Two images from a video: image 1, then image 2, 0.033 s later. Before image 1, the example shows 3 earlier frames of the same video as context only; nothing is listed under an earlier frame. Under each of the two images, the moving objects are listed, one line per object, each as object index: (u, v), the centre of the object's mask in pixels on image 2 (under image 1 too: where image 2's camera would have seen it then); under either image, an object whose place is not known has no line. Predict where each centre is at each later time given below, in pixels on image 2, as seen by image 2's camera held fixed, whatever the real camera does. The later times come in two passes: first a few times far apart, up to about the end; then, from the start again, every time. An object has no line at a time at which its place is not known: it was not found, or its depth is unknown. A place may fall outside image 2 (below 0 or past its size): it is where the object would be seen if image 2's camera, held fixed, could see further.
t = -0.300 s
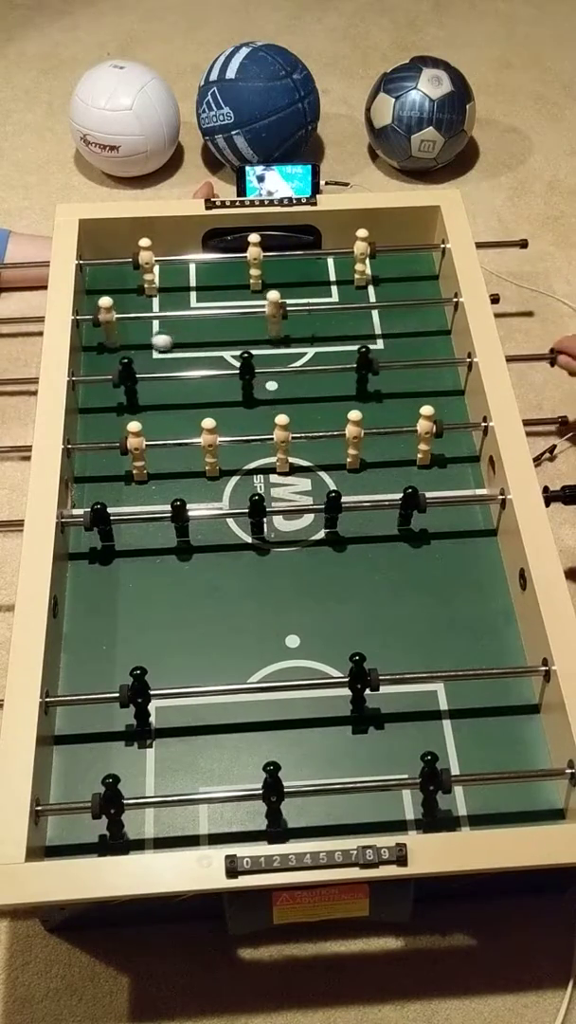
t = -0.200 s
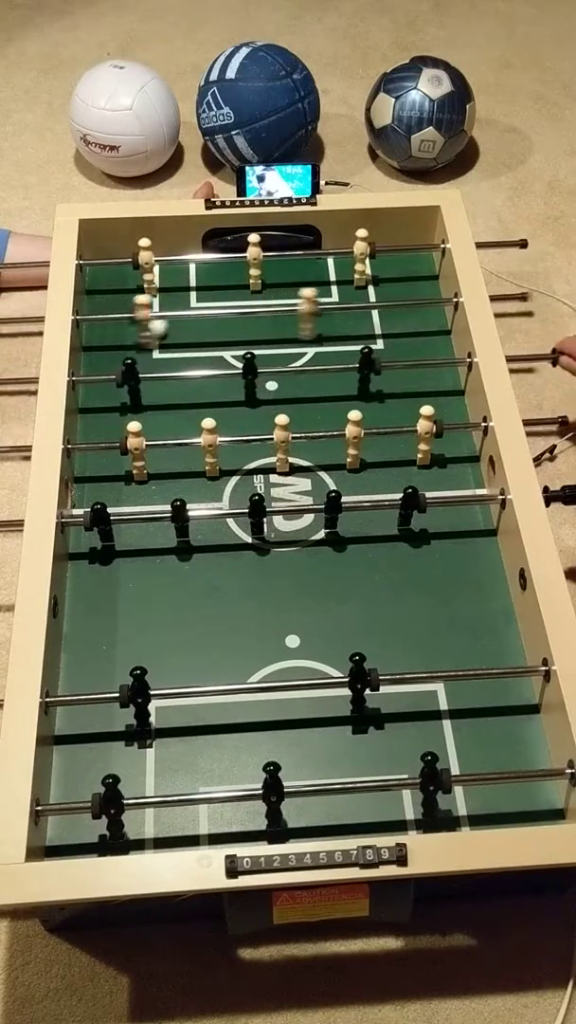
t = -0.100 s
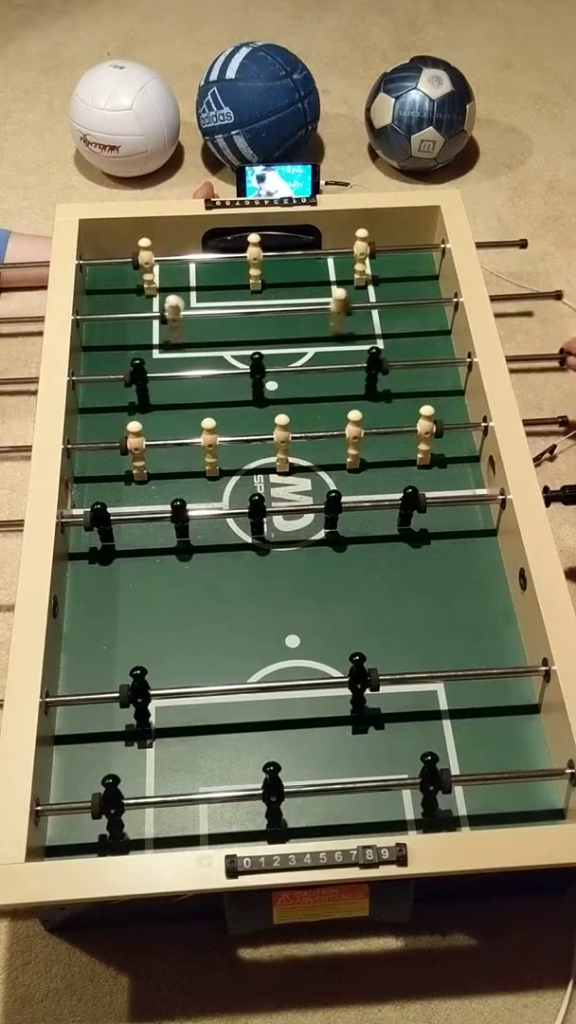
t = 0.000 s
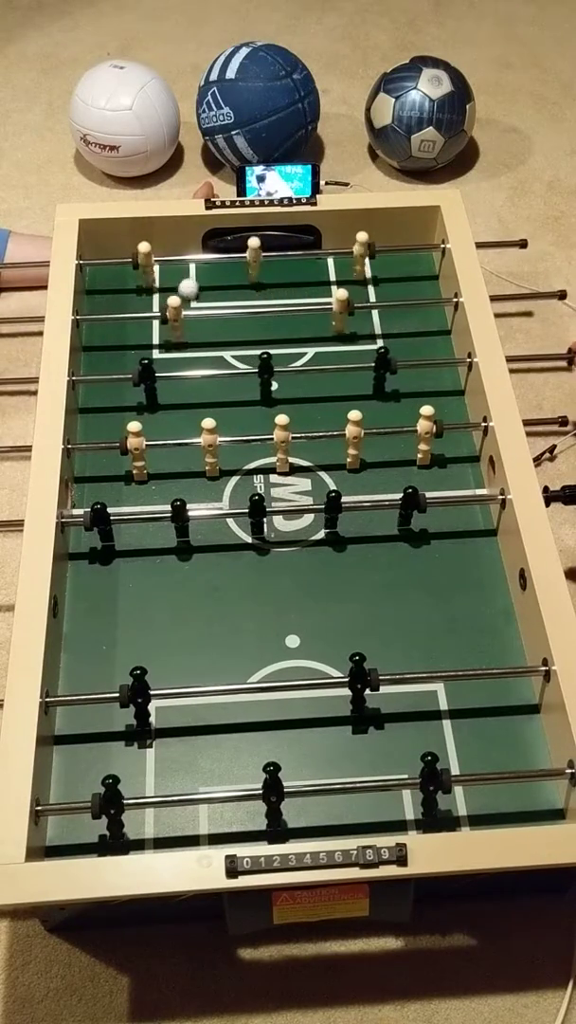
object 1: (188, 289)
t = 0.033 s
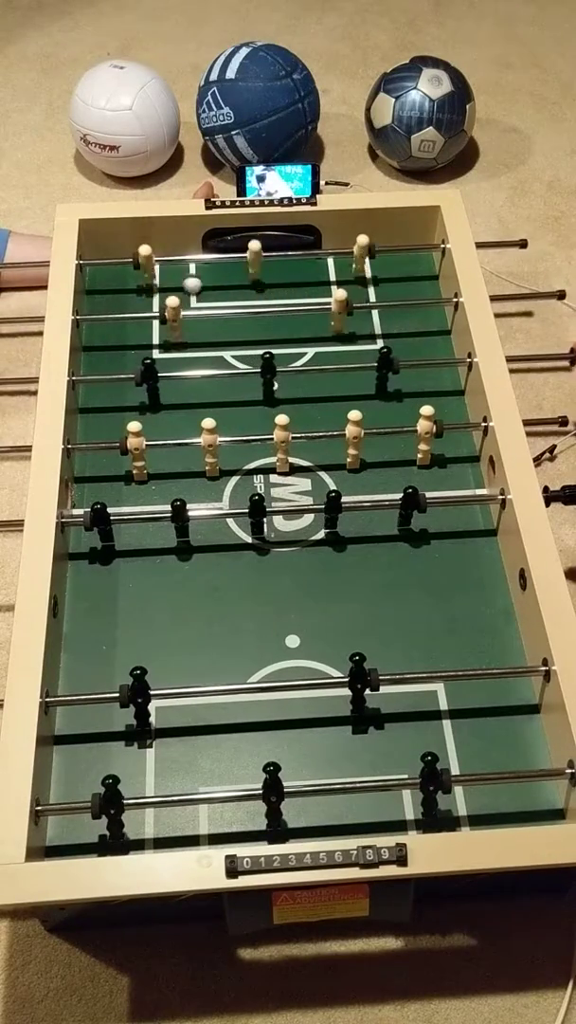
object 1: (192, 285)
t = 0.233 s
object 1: (216, 269)
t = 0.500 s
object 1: (244, 284)
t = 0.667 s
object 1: (259, 292)
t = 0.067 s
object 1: (197, 275)
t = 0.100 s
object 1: (201, 271)
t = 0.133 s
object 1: (205, 268)
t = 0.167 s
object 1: (208, 267)
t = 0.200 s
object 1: (212, 268)
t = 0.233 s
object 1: (216, 269)
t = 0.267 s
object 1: (219, 271)
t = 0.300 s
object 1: (223, 272)
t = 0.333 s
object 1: (227, 274)
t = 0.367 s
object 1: (230, 276)
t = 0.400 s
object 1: (234, 278)
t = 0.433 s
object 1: (237, 280)
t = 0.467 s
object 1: (240, 283)
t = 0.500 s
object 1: (244, 284)
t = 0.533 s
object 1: (247, 285)
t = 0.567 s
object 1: (250, 287)
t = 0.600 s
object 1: (253, 289)
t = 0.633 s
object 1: (256, 290)
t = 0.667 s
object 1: (259, 292)
